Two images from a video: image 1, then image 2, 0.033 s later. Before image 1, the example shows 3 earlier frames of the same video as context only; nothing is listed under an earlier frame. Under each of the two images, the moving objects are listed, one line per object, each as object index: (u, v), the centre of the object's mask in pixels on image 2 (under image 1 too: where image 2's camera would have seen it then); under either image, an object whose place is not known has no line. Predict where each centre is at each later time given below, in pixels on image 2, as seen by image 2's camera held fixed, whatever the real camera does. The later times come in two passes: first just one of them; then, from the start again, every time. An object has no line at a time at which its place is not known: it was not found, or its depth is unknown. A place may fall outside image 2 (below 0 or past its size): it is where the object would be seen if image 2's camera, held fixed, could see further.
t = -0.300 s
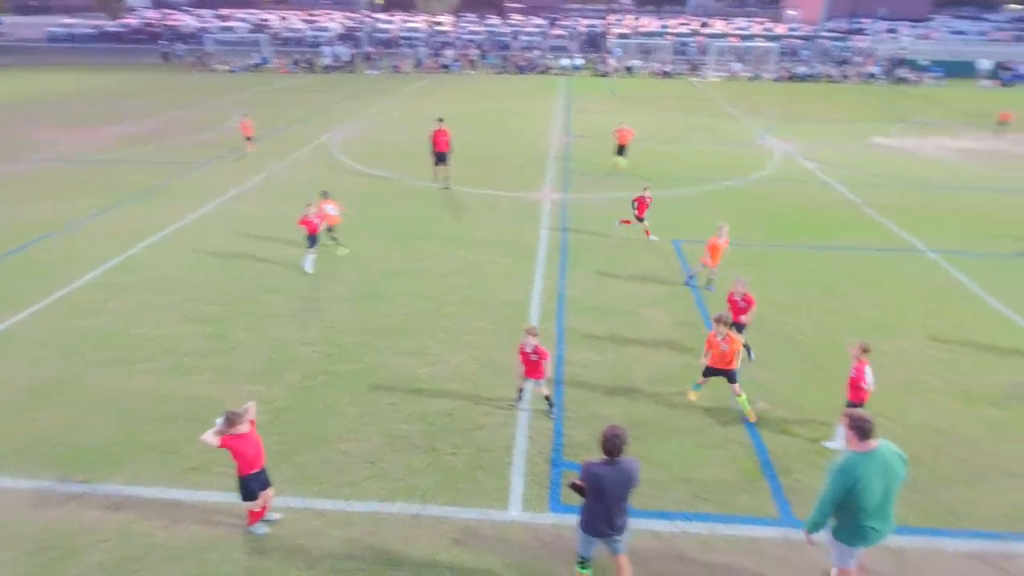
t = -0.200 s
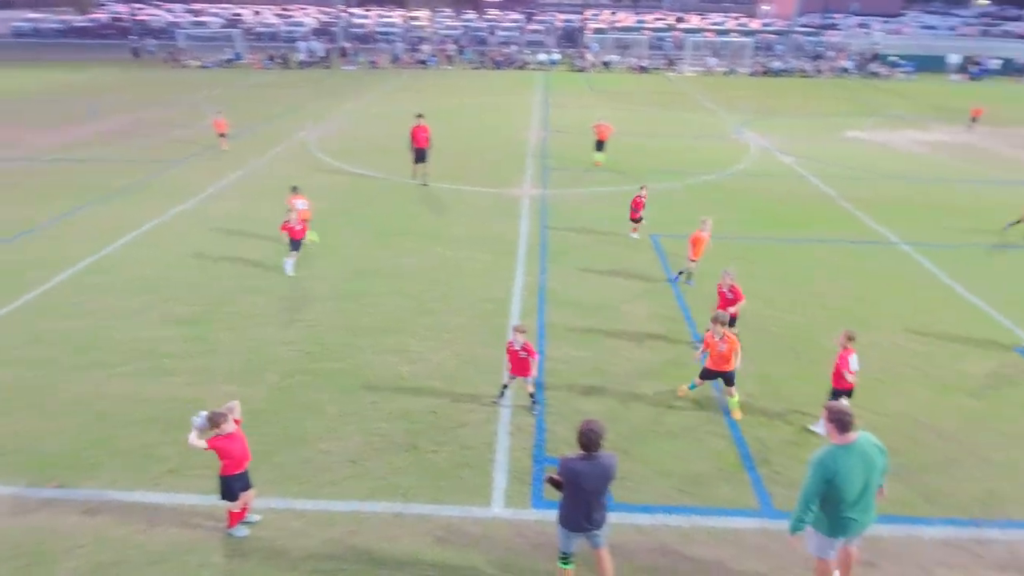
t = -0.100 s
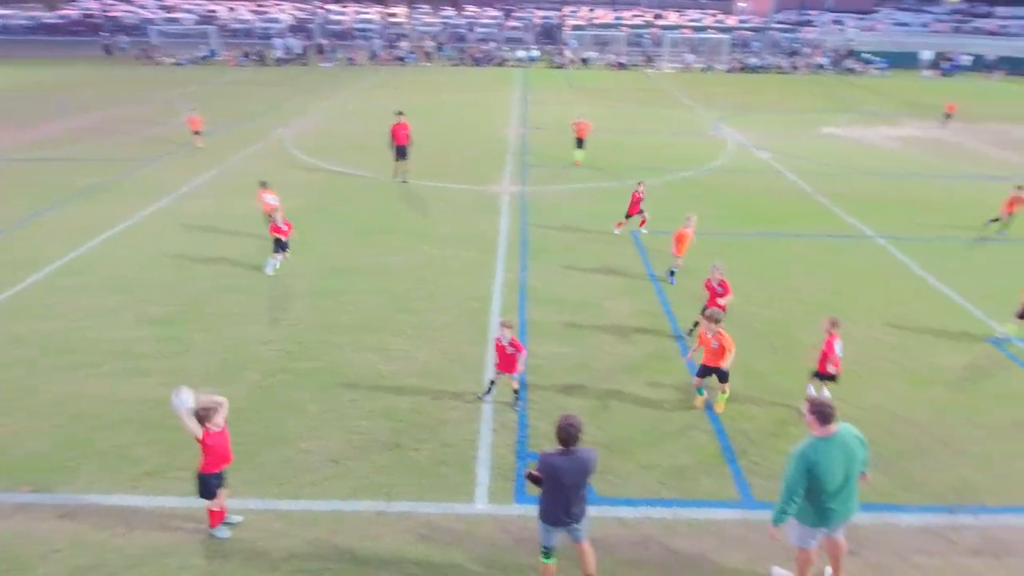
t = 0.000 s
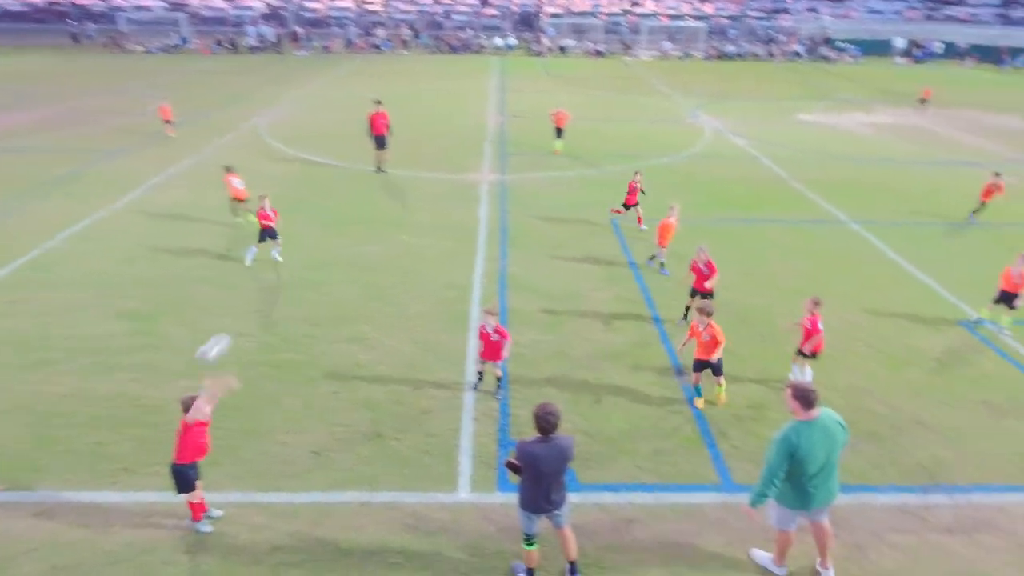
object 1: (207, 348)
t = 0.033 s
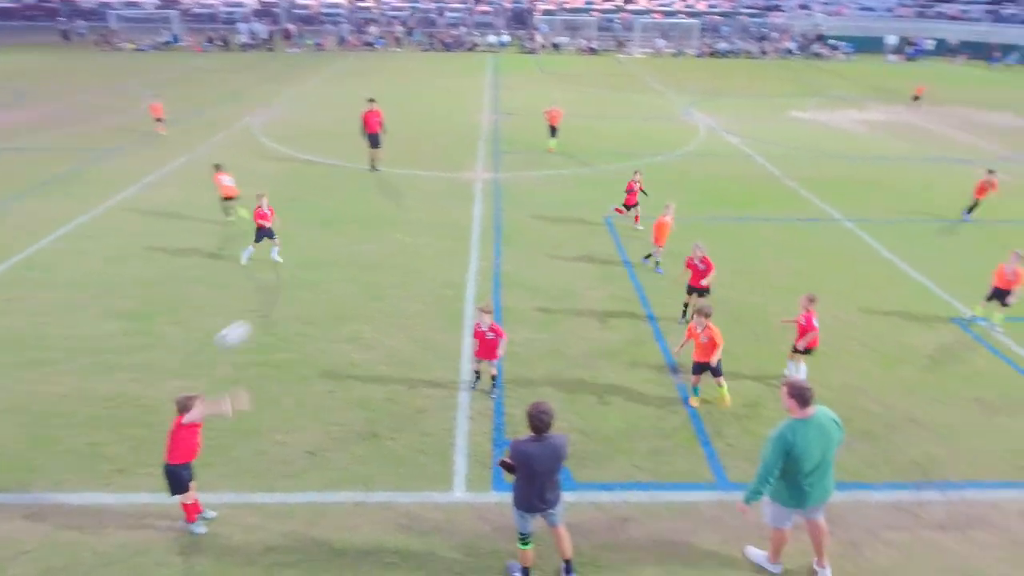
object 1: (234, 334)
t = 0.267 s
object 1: (421, 266)
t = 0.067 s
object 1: (260, 320)
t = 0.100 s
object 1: (286, 309)
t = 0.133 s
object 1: (314, 298)
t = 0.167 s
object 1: (341, 288)
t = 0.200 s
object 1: (367, 280)
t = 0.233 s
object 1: (393, 273)
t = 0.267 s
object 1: (421, 266)
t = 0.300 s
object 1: (448, 261)
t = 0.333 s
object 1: (475, 256)
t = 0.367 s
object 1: (502, 255)
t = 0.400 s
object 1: (528, 254)
